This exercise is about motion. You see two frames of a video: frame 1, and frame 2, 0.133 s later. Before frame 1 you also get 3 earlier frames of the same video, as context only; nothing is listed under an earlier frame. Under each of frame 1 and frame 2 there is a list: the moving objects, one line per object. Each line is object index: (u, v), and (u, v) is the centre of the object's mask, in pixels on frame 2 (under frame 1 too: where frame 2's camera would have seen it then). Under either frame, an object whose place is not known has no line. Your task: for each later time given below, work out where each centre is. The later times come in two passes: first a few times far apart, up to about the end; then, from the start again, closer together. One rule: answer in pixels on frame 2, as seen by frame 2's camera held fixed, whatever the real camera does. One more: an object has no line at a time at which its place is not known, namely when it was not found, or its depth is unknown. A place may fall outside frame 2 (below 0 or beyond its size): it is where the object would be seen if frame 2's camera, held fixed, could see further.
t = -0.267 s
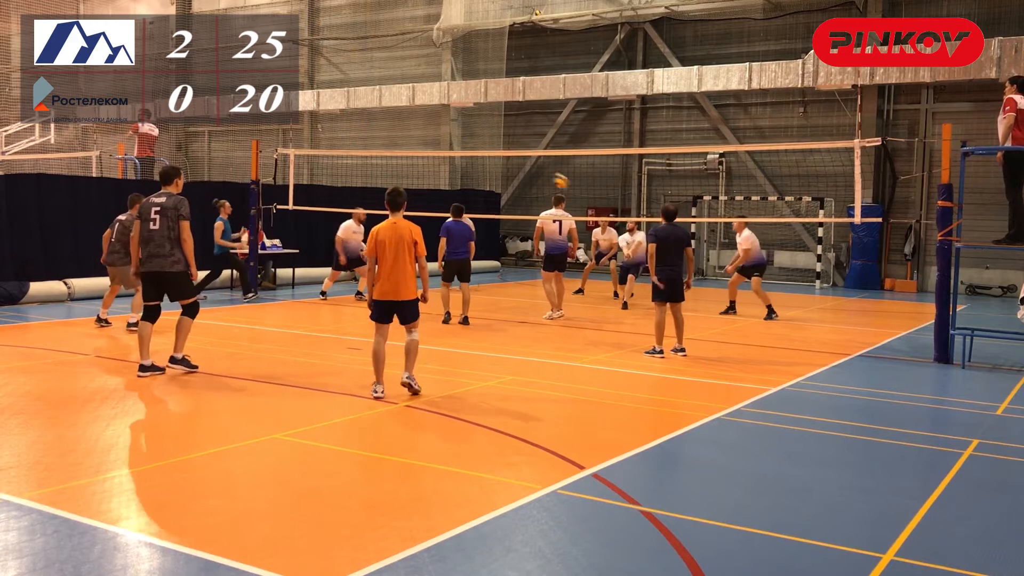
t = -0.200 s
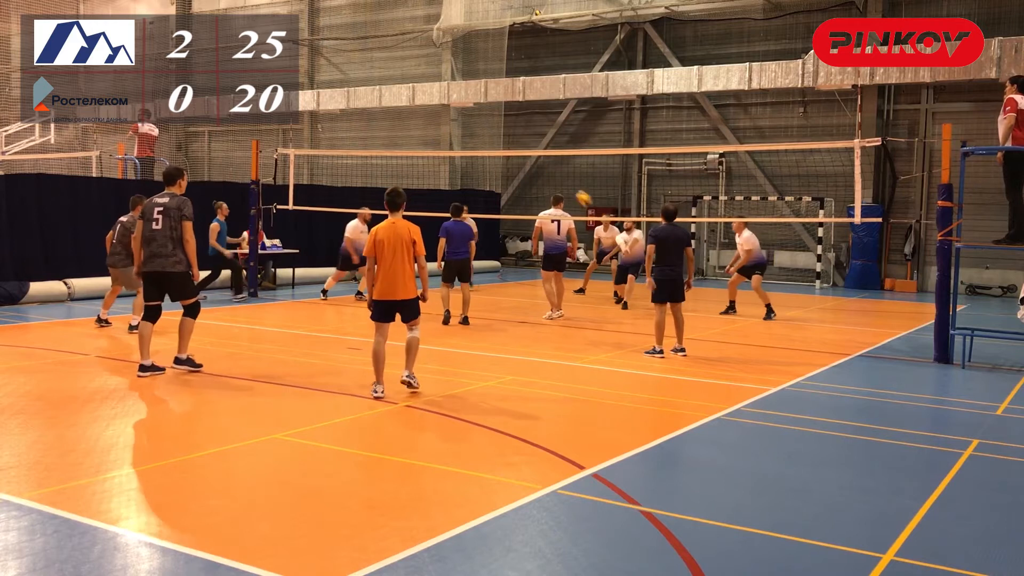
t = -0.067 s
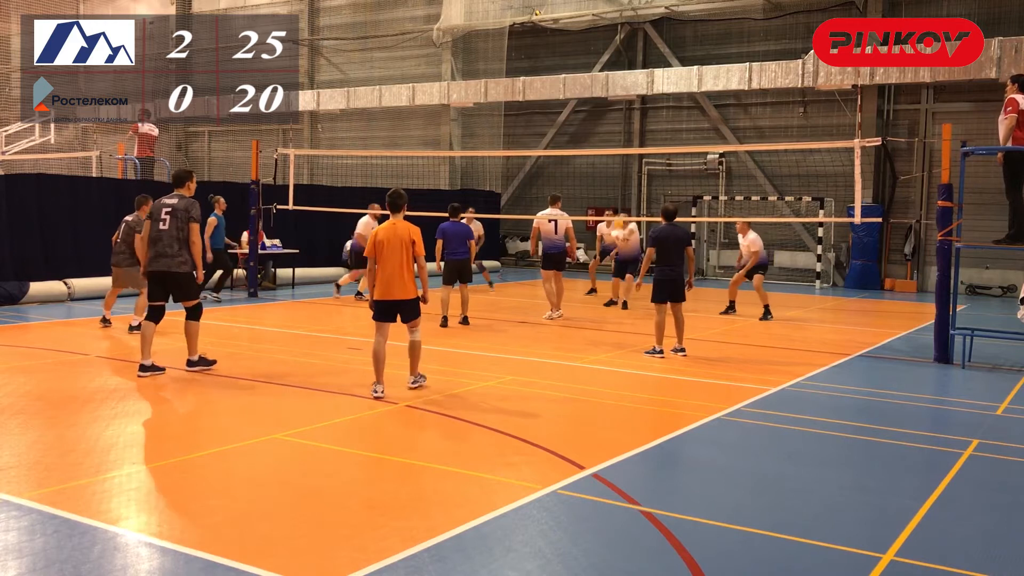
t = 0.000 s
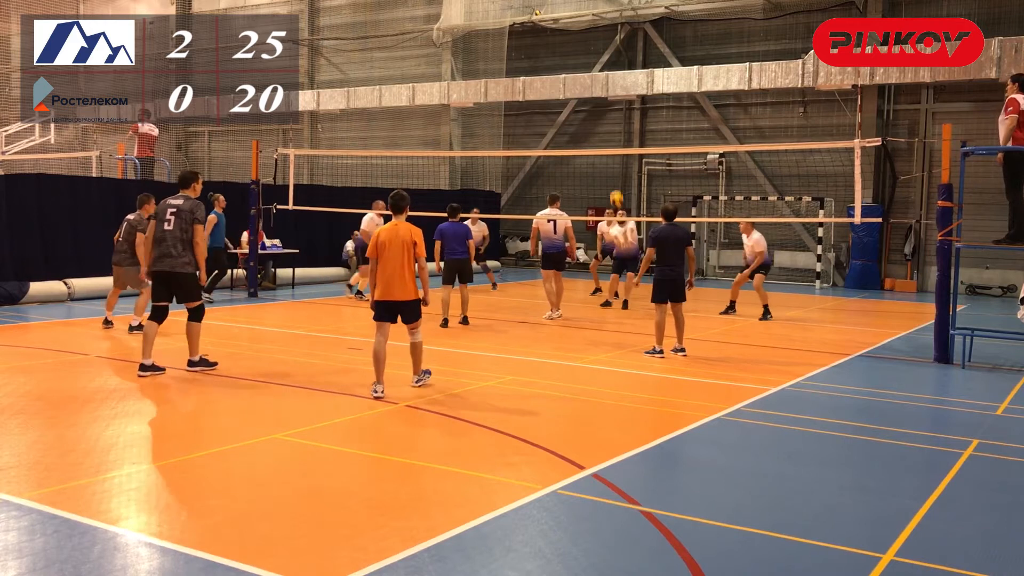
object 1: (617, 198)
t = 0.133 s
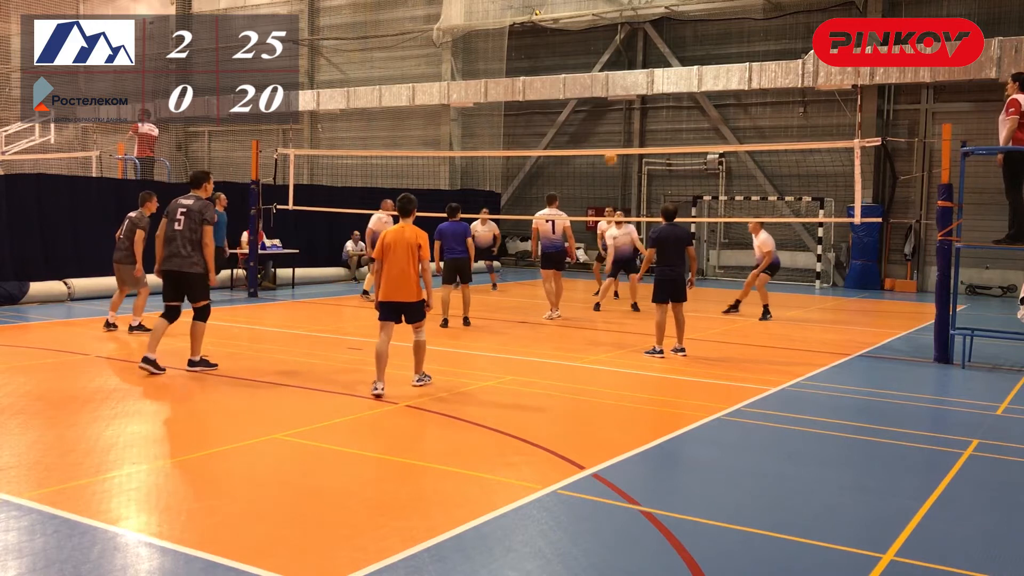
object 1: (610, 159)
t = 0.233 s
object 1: (605, 134)
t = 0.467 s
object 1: (593, 101)
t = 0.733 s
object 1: (578, 105)
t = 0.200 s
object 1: (607, 140)
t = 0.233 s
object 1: (605, 134)
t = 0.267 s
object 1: (603, 127)
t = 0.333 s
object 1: (600, 115)
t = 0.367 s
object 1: (598, 110)
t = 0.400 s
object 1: (596, 106)
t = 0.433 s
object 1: (595, 104)
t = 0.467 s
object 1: (593, 101)
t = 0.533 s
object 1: (589, 98)
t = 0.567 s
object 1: (587, 97)
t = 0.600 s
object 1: (585, 97)
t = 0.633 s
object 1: (583, 97)
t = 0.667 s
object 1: (581, 99)
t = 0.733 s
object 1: (578, 105)
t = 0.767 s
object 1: (574, 109)
